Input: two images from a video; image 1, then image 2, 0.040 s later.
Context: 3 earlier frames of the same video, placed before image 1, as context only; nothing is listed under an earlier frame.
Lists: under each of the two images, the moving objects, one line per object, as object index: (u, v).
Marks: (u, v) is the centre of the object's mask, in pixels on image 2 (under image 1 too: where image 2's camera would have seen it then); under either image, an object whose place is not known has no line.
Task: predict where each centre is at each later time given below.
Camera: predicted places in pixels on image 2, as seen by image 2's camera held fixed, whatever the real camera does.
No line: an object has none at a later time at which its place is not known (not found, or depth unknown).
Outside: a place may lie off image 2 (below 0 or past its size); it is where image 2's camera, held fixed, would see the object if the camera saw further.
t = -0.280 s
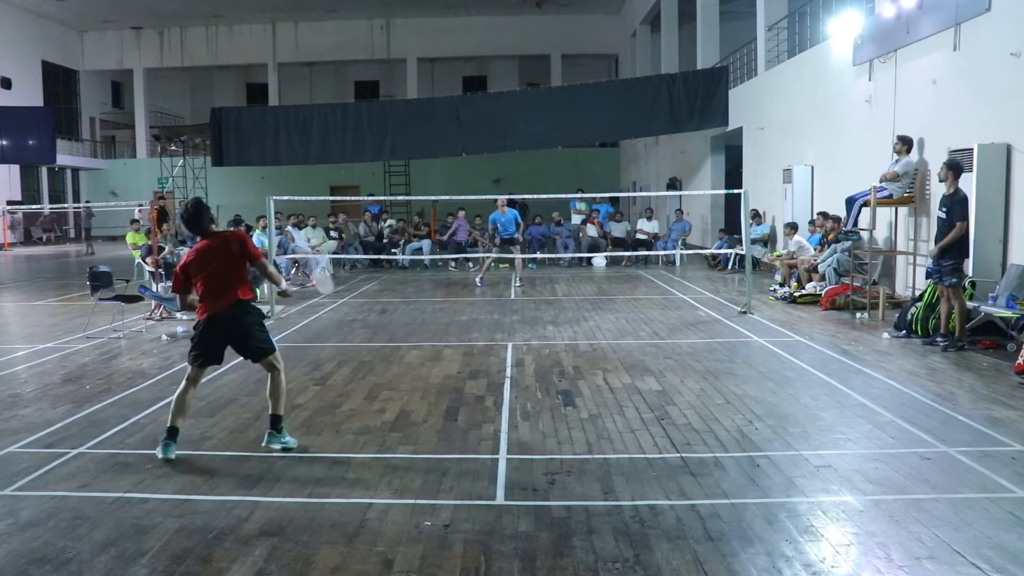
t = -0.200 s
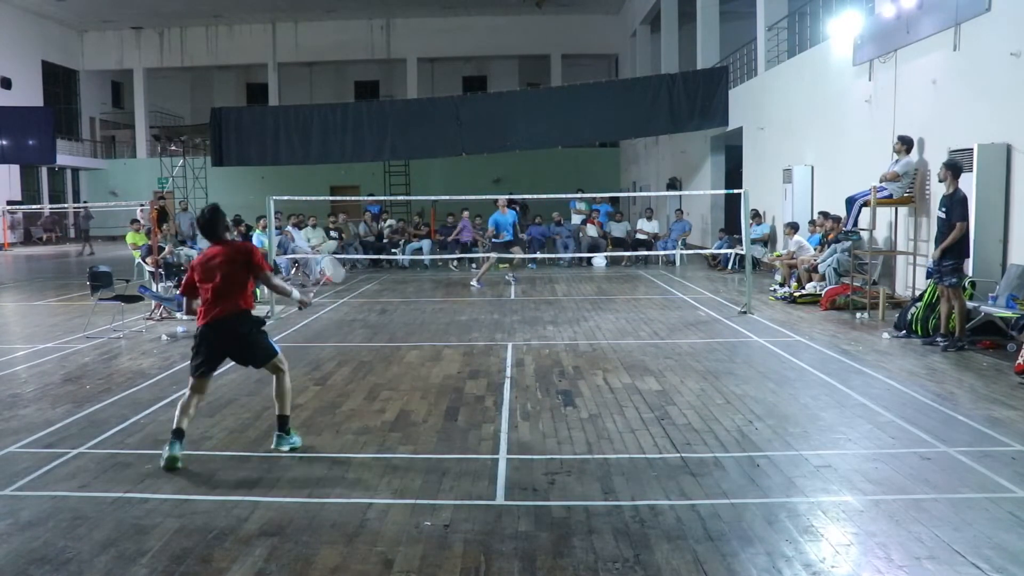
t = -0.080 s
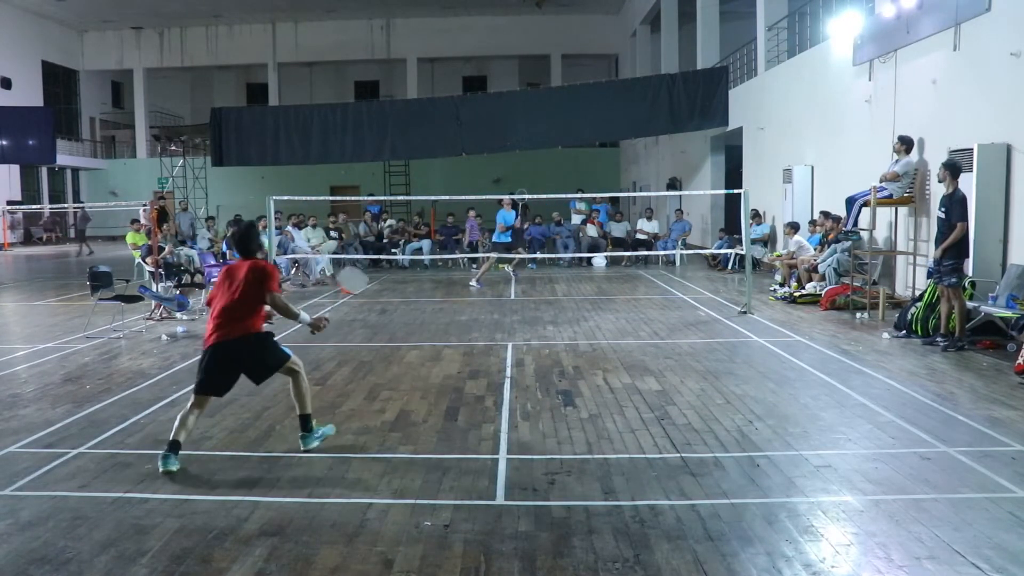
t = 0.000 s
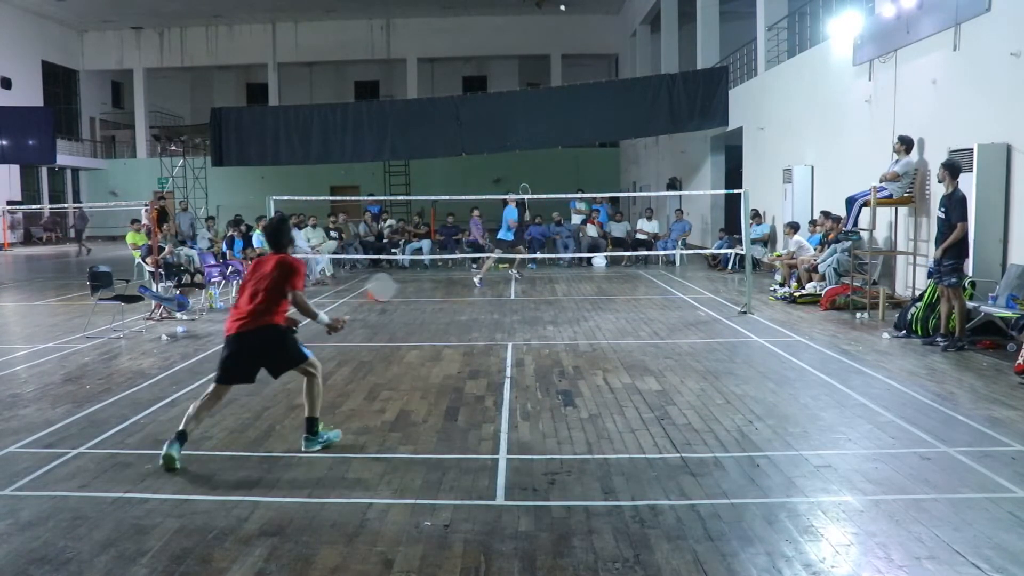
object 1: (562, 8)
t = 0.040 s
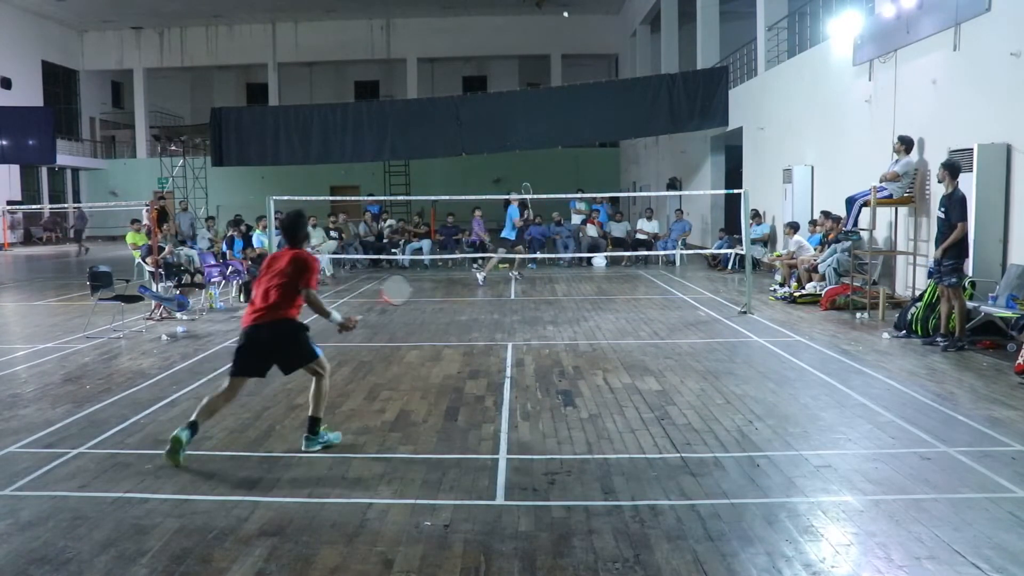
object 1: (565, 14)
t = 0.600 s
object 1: (598, 142)
